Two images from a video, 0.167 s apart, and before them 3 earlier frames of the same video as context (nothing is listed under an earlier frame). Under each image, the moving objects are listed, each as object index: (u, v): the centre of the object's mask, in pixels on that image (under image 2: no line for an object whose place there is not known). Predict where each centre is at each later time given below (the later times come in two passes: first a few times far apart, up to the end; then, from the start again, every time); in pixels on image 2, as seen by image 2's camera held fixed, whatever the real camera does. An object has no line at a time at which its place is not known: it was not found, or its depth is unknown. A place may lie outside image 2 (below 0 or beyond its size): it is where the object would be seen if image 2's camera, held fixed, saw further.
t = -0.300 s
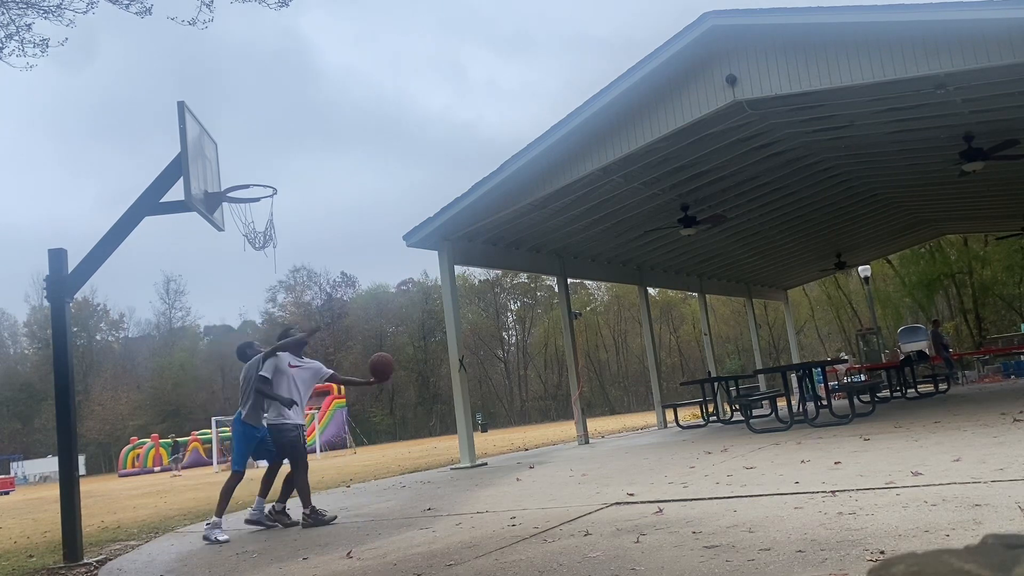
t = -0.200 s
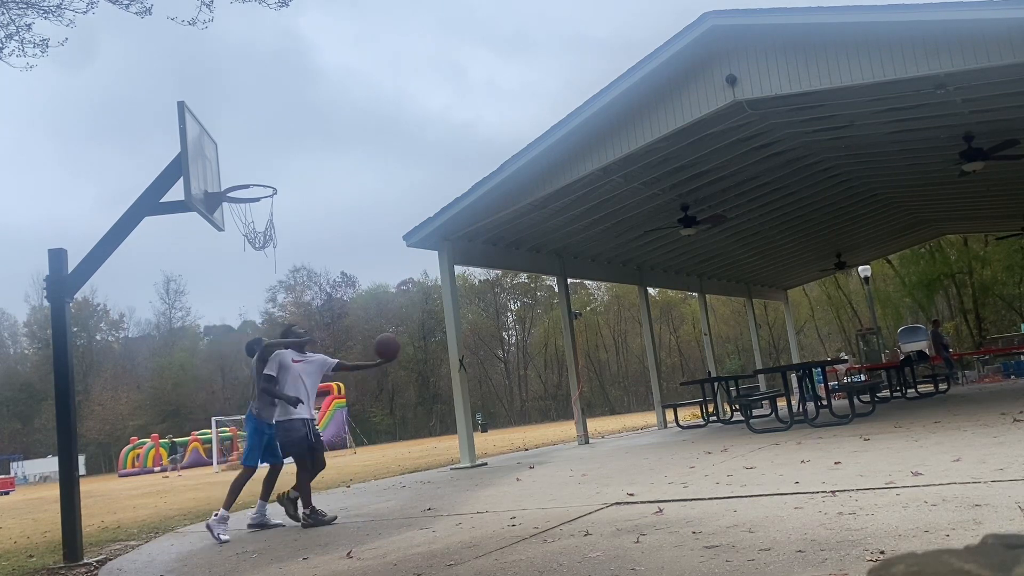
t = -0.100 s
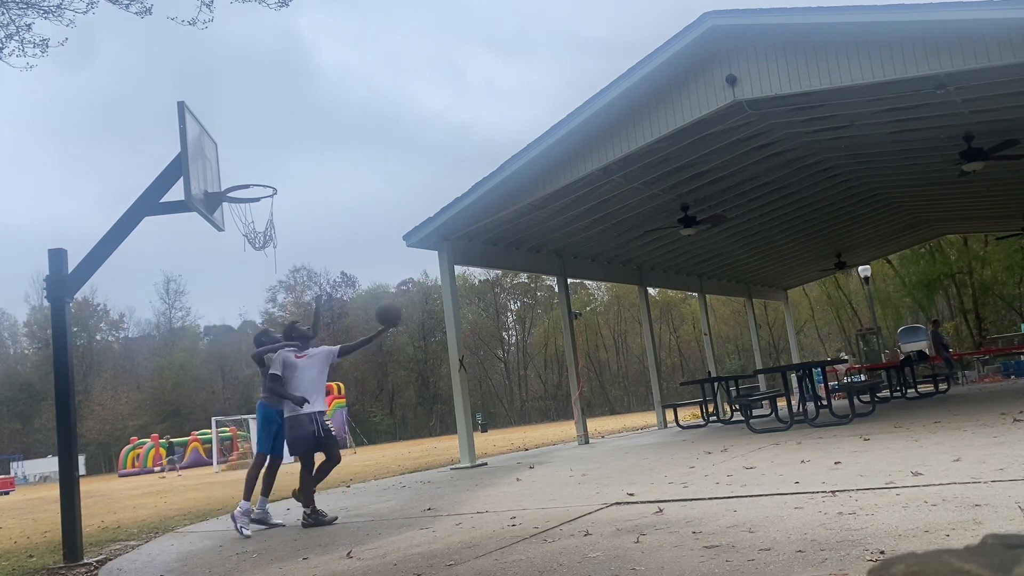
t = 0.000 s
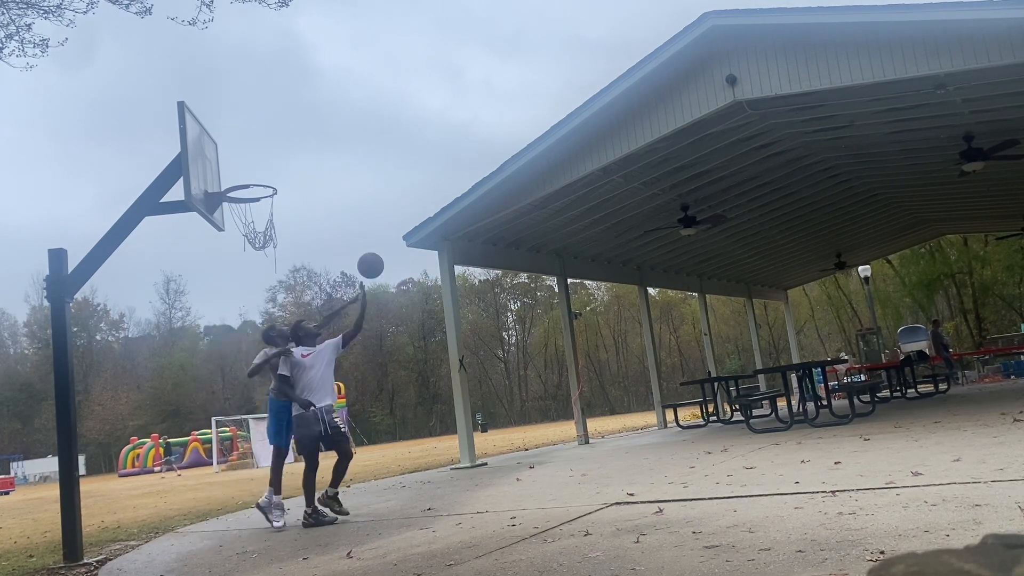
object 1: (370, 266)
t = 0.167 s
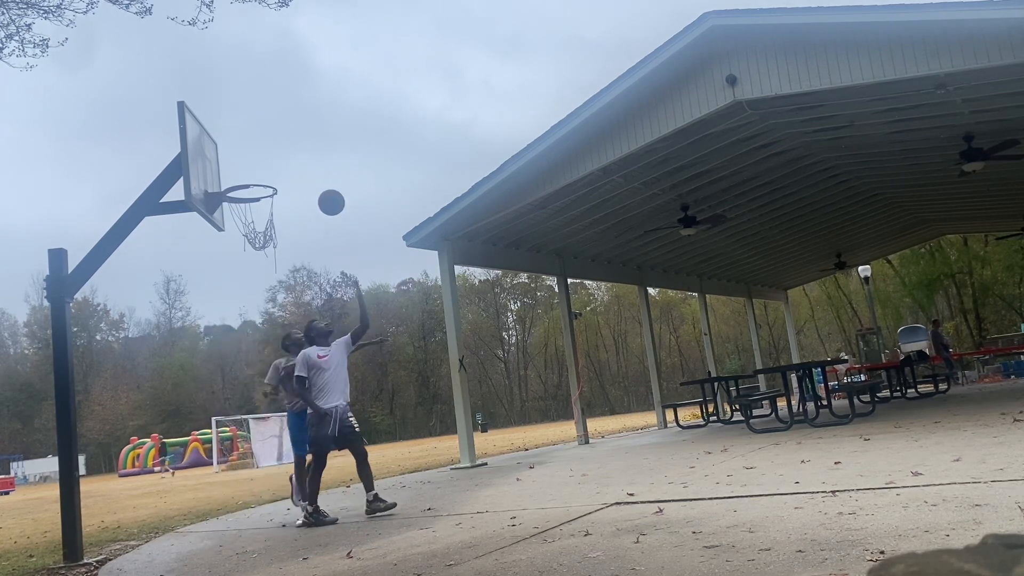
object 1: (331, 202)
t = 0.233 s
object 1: (316, 185)
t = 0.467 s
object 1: (270, 163)
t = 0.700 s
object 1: (242, 189)
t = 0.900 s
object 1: (286, 231)
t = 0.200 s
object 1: (324, 193)
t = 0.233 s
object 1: (316, 185)
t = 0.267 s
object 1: (309, 179)
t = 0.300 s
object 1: (302, 173)
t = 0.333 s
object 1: (296, 169)
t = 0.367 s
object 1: (289, 165)
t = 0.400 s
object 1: (282, 163)
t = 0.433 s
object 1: (276, 162)
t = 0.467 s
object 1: (270, 163)
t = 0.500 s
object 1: (264, 164)
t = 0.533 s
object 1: (258, 166)
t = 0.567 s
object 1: (252, 170)
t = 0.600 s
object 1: (246, 174)
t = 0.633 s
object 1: (240, 180)
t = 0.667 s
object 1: (235, 186)
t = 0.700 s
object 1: (242, 189)
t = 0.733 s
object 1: (249, 194)
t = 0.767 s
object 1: (256, 199)
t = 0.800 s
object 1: (264, 206)
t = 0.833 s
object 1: (271, 213)
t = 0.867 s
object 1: (279, 221)
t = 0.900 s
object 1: (286, 231)
